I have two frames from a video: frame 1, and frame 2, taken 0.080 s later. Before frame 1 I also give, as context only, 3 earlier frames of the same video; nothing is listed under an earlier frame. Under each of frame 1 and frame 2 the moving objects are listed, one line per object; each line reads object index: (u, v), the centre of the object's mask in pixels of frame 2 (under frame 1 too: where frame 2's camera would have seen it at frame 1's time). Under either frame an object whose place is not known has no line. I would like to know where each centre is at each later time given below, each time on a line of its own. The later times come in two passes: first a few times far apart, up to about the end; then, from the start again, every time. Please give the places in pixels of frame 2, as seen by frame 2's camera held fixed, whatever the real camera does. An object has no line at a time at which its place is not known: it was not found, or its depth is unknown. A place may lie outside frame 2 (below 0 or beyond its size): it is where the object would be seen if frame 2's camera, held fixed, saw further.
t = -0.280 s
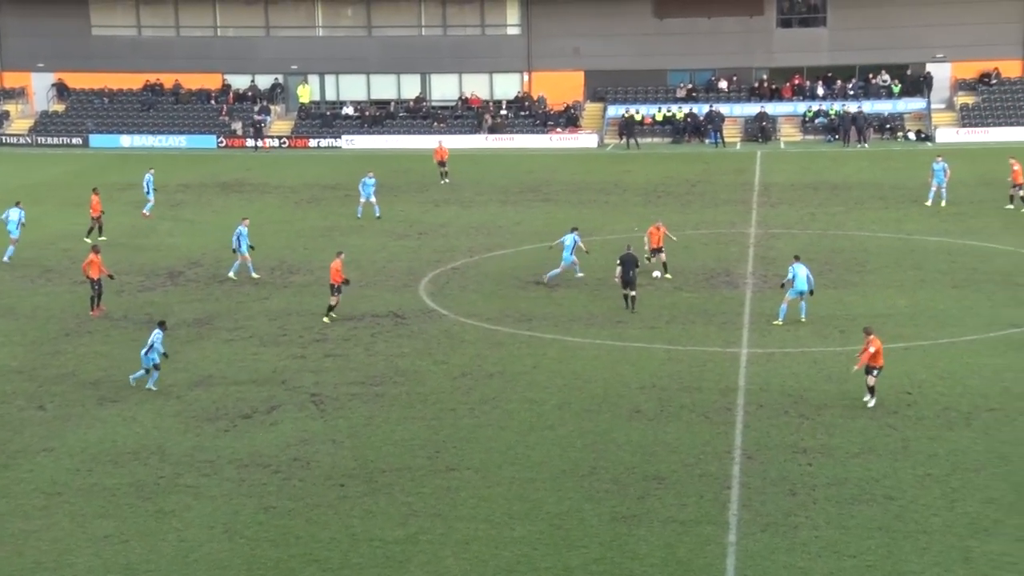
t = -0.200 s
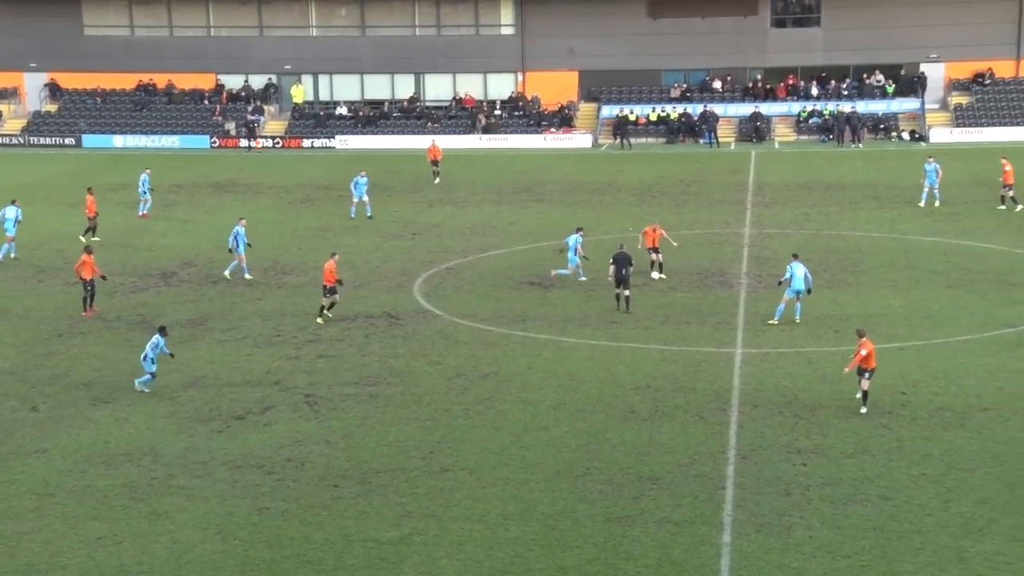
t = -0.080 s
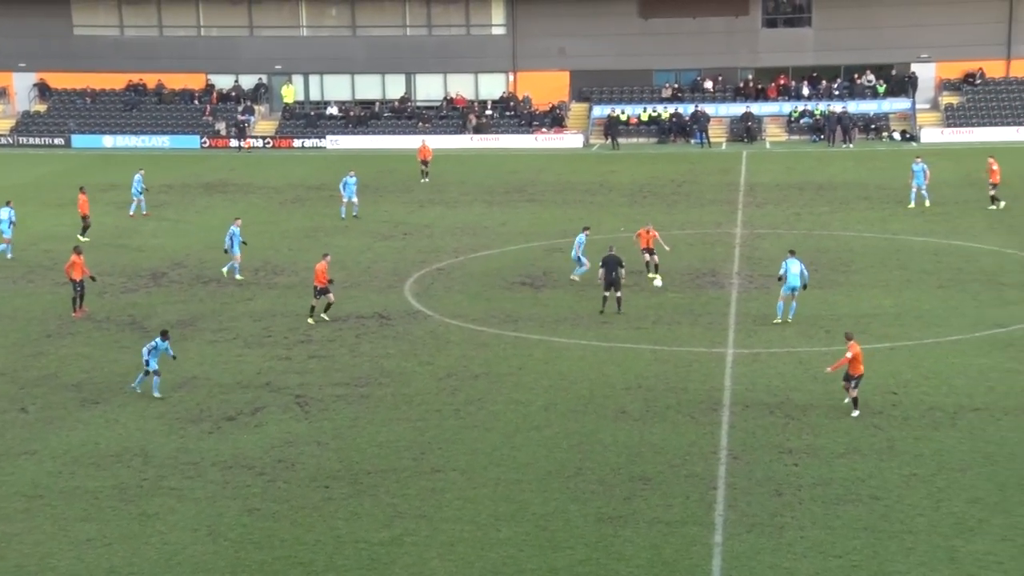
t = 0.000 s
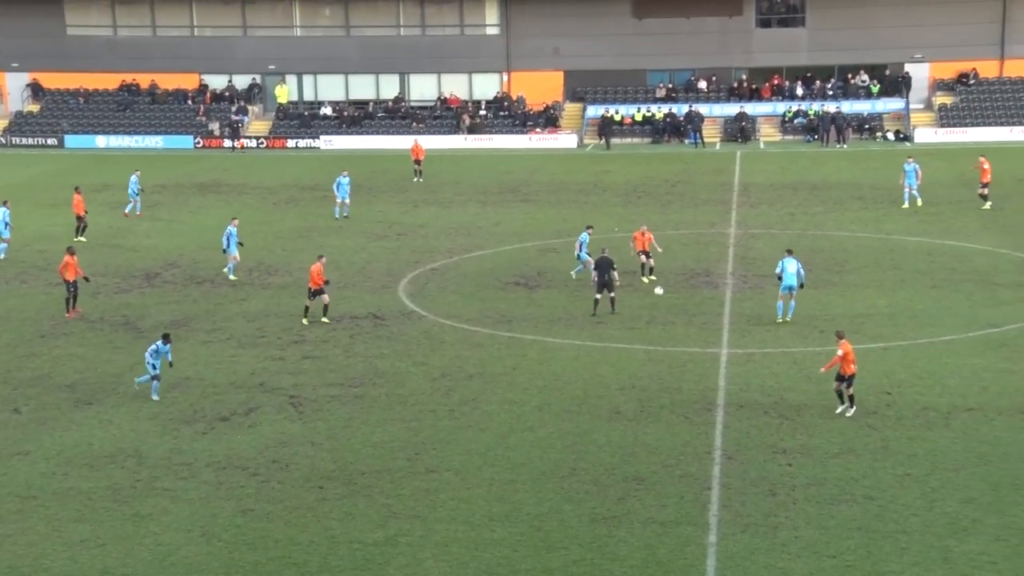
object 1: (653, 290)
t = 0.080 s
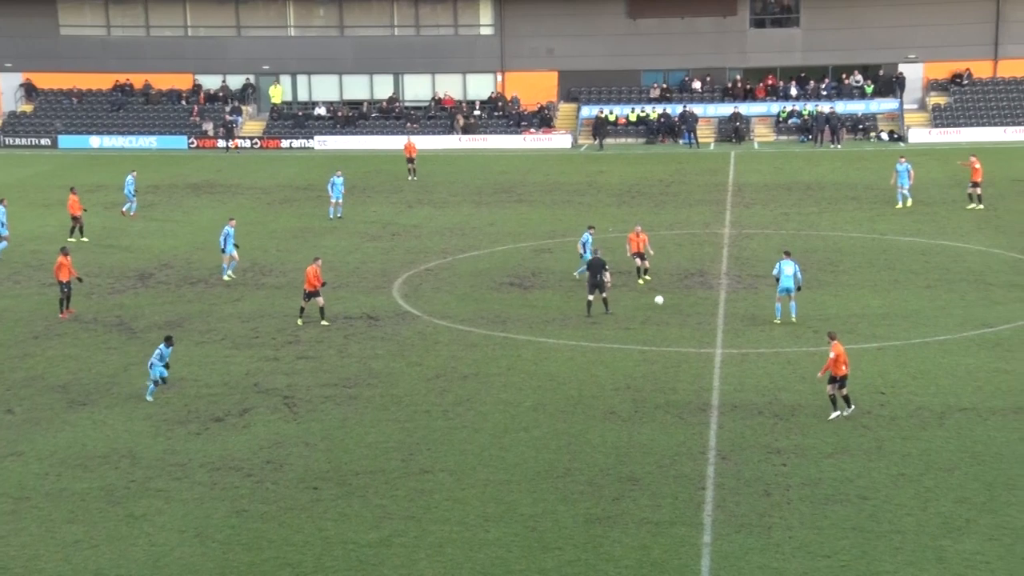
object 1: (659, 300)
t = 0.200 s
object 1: (665, 318)
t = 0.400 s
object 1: (672, 339)
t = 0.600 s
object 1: (674, 364)
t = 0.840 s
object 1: (671, 394)
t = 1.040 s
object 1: (664, 417)
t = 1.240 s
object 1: (657, 439)
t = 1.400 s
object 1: (651, 455)
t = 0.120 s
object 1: (661, 305)
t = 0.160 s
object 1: (664, 312)
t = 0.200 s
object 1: (665, 318)
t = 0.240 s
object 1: (667, 321)
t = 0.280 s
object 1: (669, 324)
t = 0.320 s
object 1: (670, 329)
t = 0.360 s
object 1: (672, 334)
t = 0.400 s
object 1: (672, 339)
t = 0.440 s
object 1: (673, 345)
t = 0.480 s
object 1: (674, 349)
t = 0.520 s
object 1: (674, 353)
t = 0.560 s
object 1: (674, 358)
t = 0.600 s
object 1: (674, 364)
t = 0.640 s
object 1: (675, 370)
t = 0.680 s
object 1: (674, 374)
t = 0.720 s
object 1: (673, 379)
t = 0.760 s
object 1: (673, 384)
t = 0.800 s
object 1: (672, 389)
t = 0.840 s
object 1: (671, 394)
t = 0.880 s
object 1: (670, 398)
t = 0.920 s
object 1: (668, 403)
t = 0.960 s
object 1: (668, 408)
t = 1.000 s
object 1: (666, 412)
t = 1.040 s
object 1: (664, 417)
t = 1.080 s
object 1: (663, 421)
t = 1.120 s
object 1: (662, 426)
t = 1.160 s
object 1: (660, 431)
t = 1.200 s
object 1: (659, 435)
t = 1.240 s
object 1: (657, 439)
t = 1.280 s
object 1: (656, 444)
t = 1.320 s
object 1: (654, 449)
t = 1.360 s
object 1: (652, 452)
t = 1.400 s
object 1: (651, 455)
